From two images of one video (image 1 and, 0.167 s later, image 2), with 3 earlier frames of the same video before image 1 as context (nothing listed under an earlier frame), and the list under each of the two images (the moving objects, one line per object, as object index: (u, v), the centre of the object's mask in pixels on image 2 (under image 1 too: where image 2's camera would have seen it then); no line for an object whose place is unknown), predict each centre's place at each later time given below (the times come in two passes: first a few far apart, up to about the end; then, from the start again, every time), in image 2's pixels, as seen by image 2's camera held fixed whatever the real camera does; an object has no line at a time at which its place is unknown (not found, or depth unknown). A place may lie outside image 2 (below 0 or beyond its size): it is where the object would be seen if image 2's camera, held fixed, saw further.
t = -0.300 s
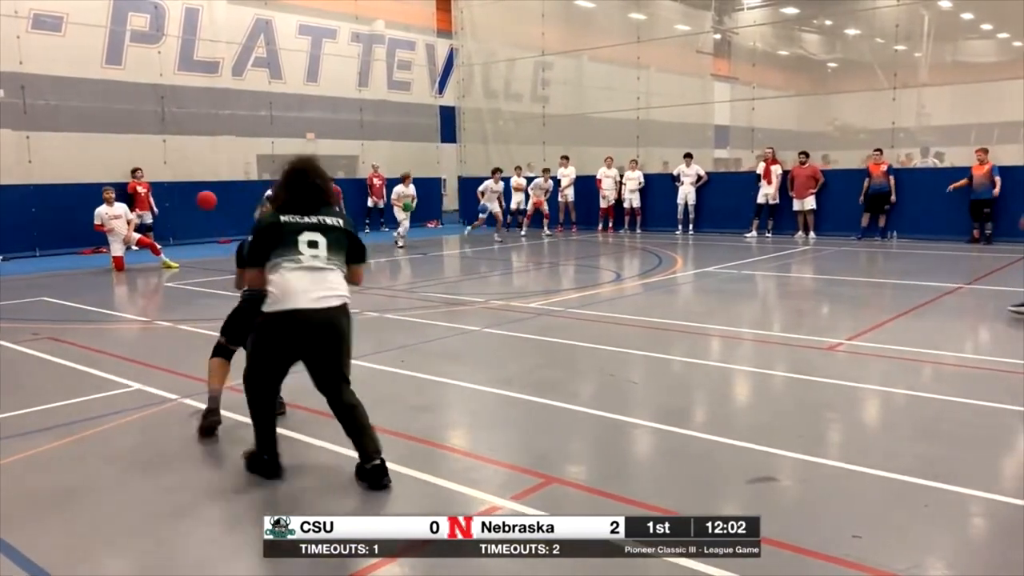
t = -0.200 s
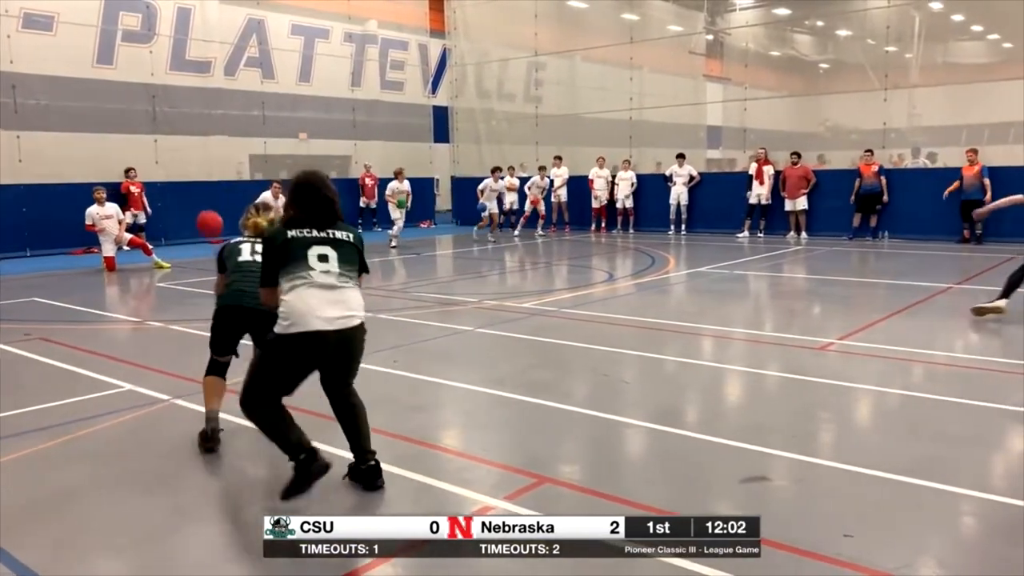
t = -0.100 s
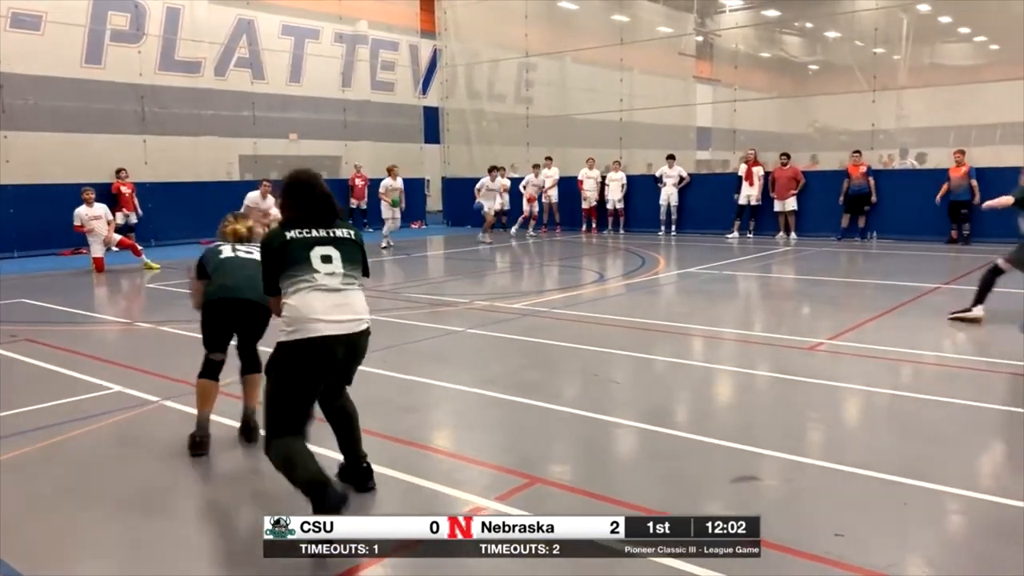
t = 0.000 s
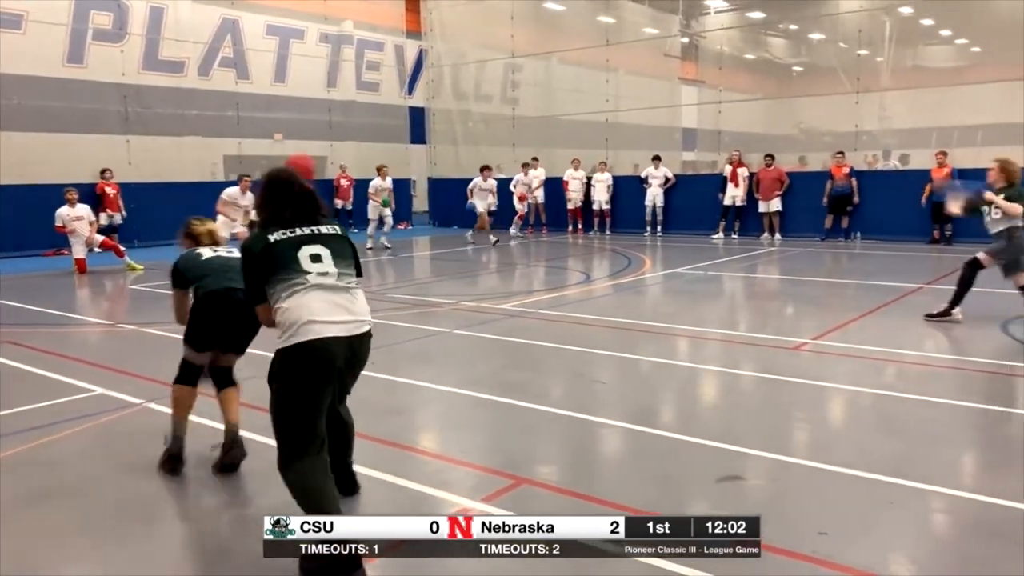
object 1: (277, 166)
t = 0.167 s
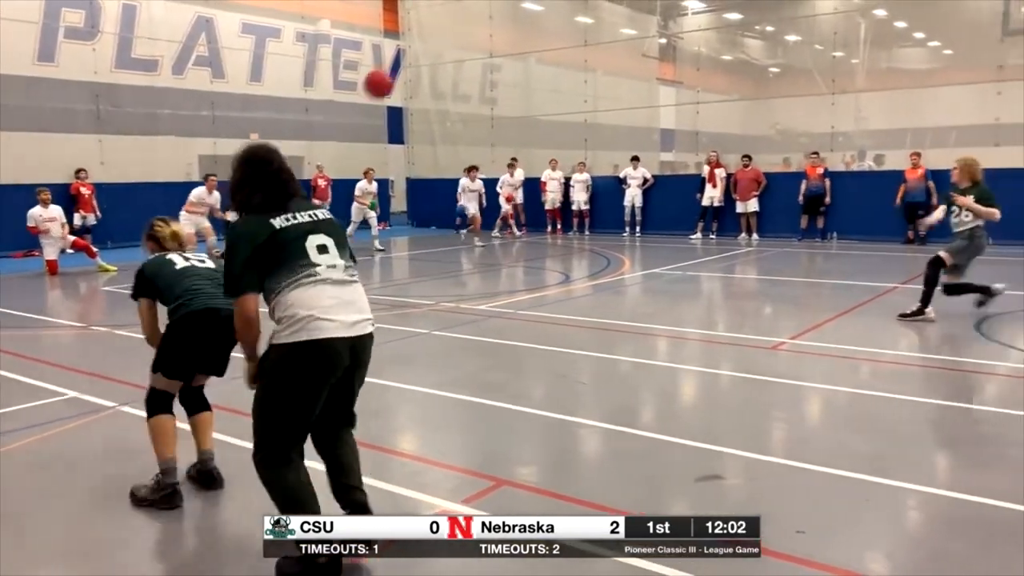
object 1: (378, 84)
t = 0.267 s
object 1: (430, 56)
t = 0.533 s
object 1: (542, 50)
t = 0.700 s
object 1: (598, 83)
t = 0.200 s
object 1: (396, 72)
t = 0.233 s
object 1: (413, 64)
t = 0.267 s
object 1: (430, 56)
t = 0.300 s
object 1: (446, 50)
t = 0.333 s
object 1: (461, 46)
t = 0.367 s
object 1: (476, 43)
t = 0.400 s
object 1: (490, 42)
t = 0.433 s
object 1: (504, 42)
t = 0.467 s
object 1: (517, 44)
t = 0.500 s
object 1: (530, 46)
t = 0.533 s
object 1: (542, 50)
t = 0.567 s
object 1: (554, 54)
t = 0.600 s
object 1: (566, 61)
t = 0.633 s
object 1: (577, 67)
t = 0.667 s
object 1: (588, 75)
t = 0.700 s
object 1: (598, 83)
